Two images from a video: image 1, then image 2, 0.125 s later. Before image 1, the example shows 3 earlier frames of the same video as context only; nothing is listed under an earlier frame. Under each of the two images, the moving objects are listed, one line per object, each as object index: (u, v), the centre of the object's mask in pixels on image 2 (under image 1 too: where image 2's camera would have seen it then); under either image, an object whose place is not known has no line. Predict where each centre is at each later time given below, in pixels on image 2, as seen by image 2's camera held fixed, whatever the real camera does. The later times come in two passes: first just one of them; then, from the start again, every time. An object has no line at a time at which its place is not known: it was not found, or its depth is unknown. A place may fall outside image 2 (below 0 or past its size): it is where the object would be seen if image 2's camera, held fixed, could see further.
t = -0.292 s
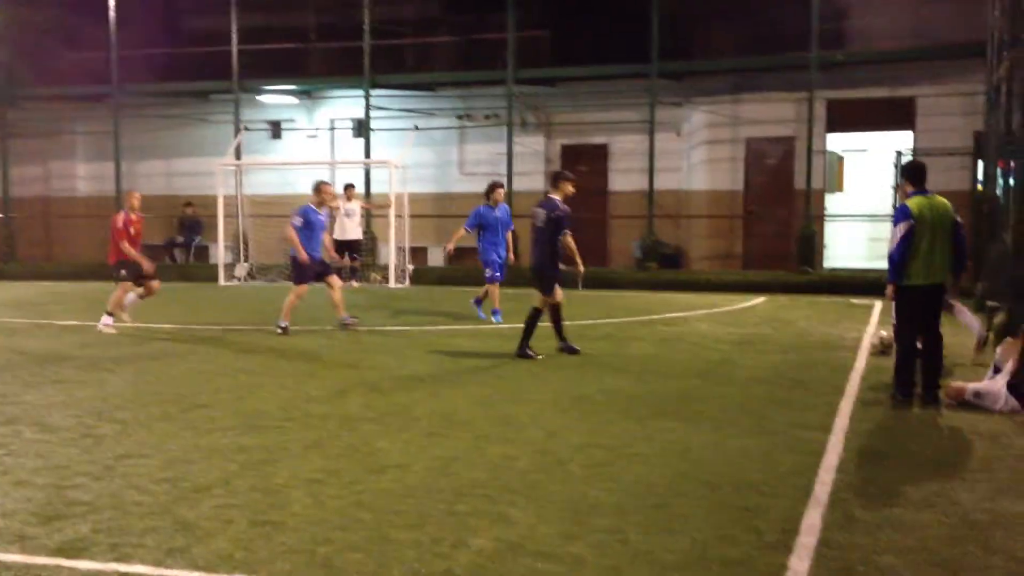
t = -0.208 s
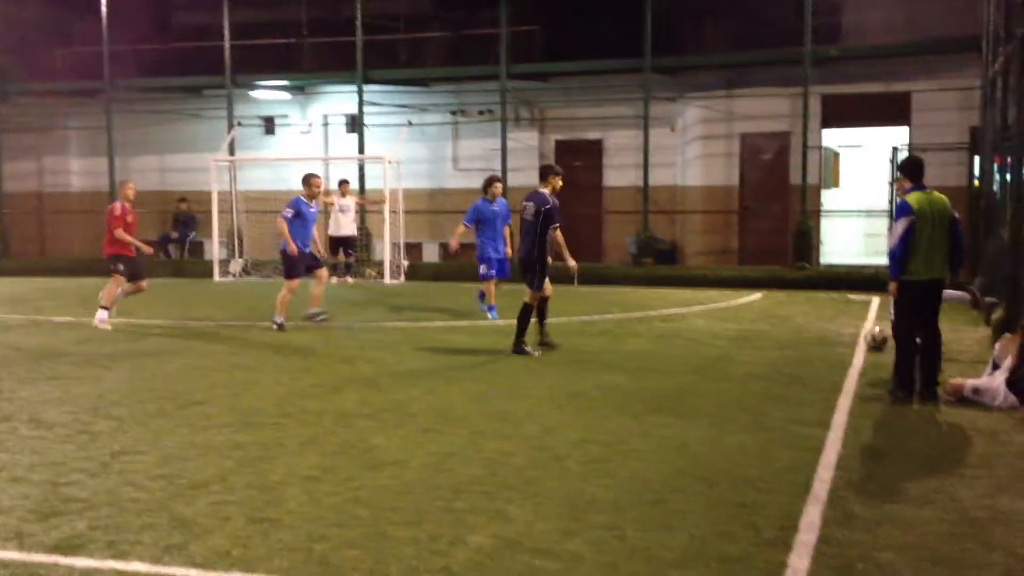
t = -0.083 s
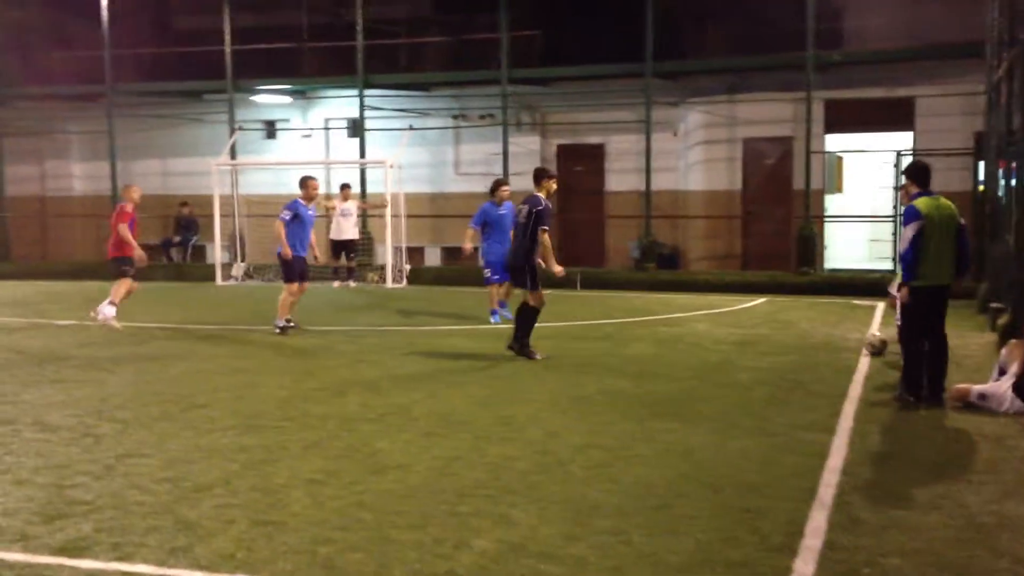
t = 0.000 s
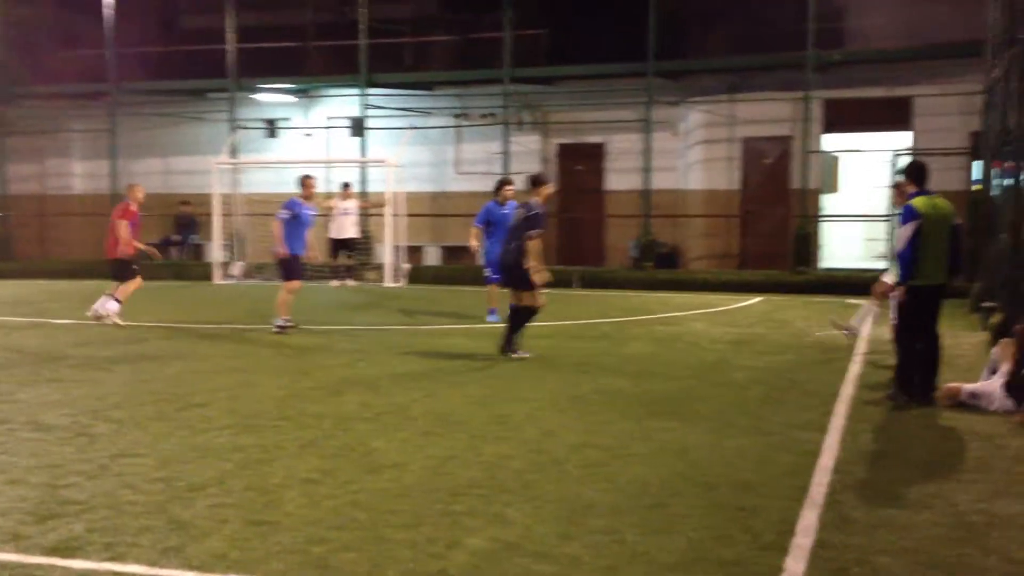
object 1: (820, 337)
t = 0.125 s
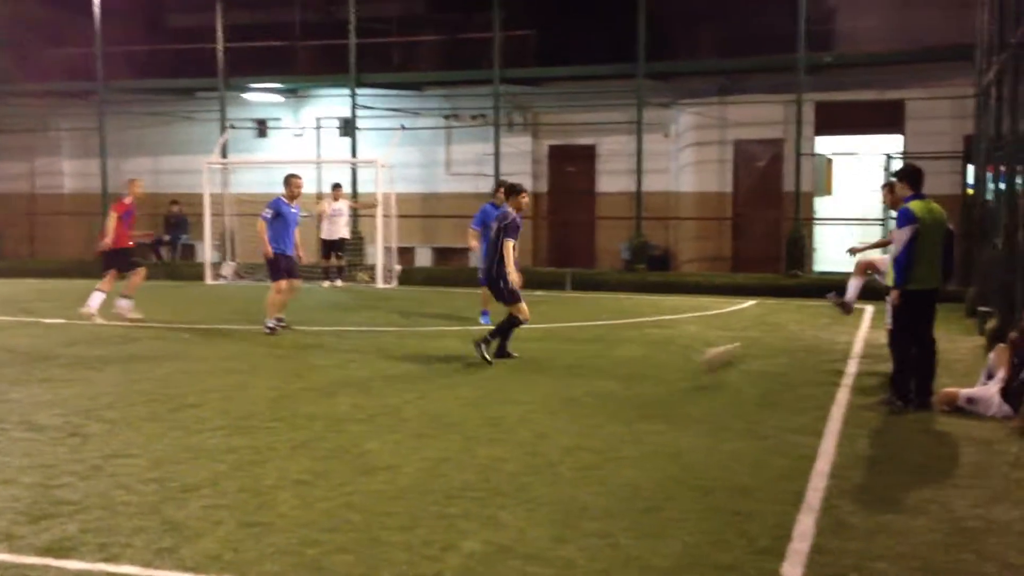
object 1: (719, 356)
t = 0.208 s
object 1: (635, 376)
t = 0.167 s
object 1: (679, 363)
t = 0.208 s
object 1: (635, 376)
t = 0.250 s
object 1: (586, 393)
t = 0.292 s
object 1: (534, 410)
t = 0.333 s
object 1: (487, 415)
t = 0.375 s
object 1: (439, 422)
